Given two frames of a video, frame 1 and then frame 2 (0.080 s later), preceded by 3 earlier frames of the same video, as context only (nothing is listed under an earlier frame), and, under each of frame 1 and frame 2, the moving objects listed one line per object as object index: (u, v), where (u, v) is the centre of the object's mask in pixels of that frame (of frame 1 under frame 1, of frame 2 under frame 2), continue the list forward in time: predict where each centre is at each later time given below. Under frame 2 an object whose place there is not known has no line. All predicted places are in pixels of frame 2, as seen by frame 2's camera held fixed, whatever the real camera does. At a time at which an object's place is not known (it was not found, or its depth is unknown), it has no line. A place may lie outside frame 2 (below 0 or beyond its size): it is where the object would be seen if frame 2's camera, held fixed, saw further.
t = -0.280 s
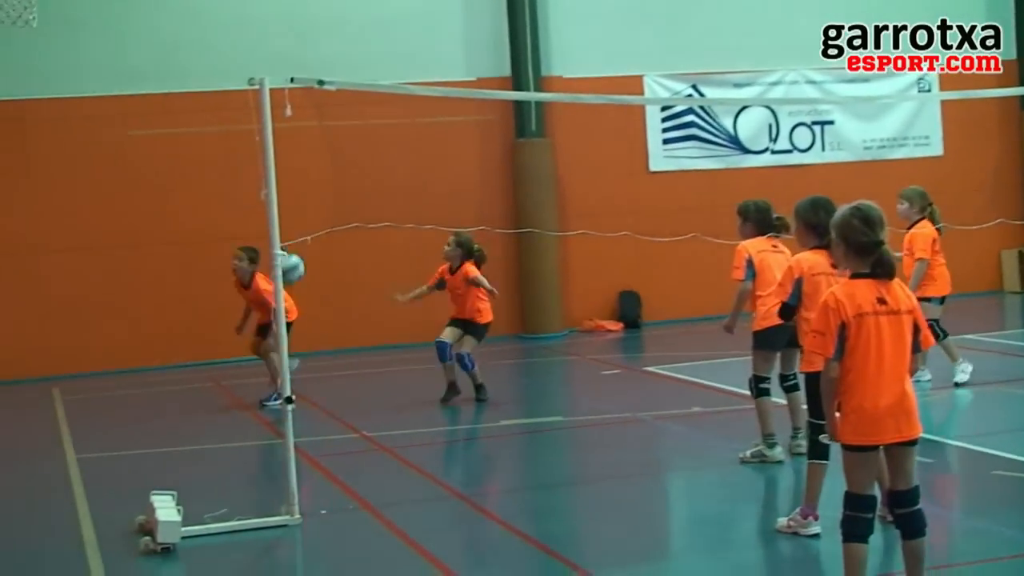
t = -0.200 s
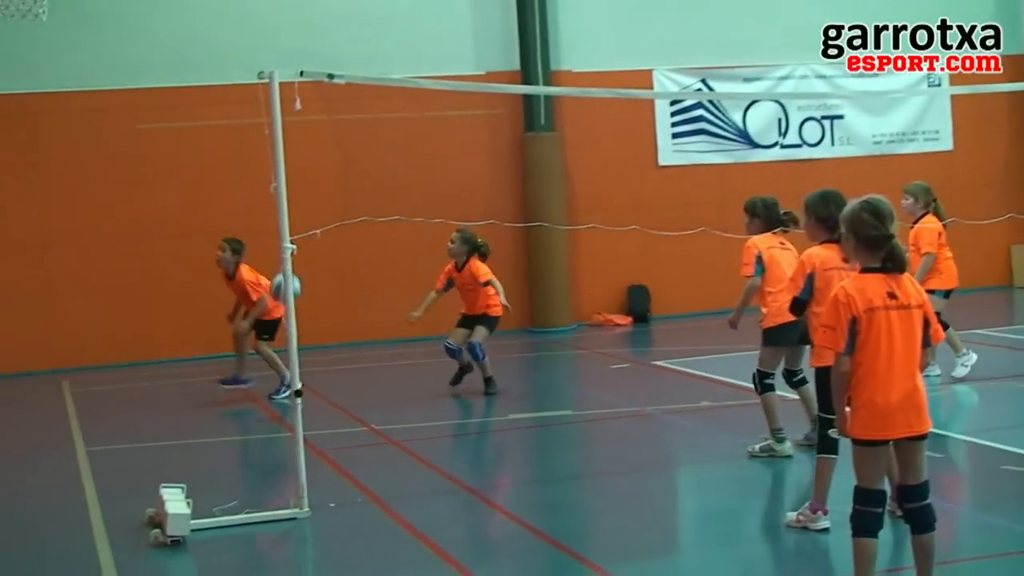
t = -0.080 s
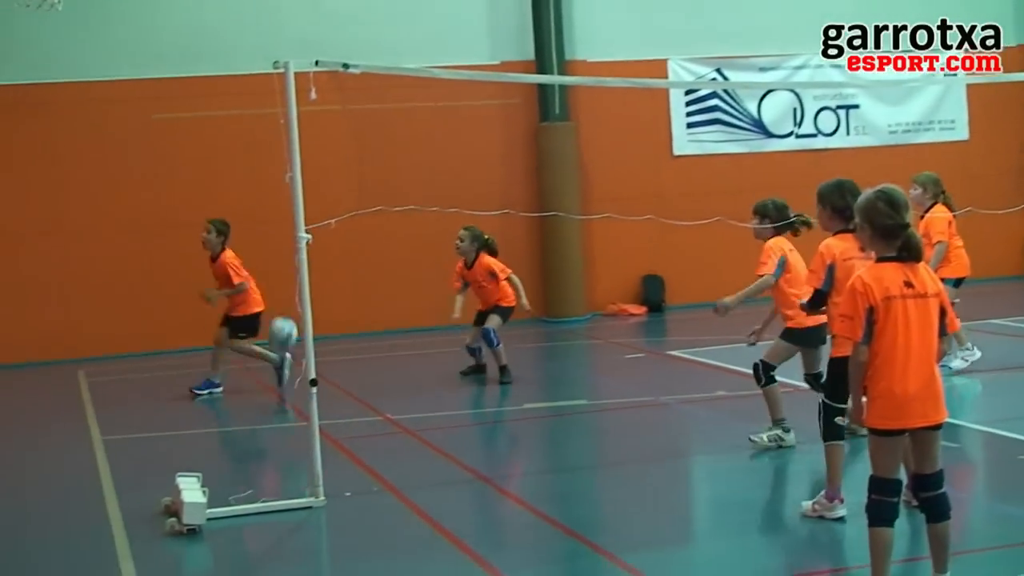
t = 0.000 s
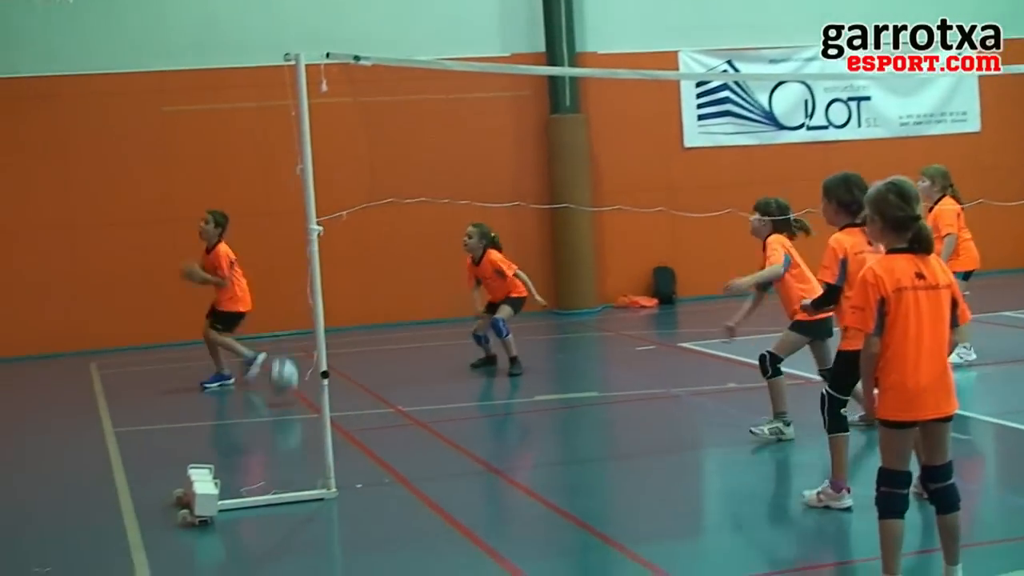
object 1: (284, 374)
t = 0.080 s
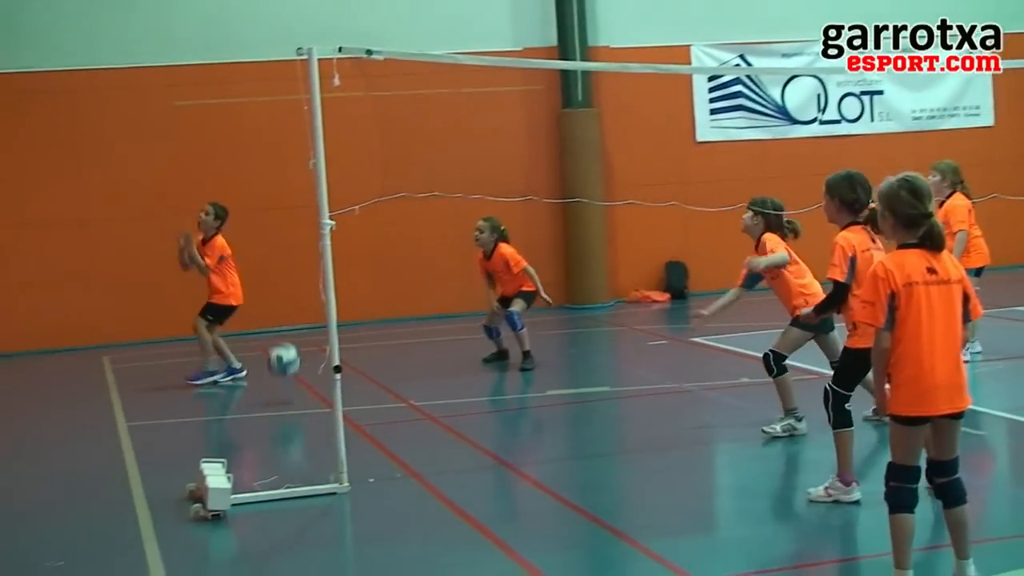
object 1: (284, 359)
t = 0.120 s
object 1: (278, 344)
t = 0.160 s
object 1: (269, 331)
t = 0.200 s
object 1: (266, 317)
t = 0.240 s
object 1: (260, 307)
